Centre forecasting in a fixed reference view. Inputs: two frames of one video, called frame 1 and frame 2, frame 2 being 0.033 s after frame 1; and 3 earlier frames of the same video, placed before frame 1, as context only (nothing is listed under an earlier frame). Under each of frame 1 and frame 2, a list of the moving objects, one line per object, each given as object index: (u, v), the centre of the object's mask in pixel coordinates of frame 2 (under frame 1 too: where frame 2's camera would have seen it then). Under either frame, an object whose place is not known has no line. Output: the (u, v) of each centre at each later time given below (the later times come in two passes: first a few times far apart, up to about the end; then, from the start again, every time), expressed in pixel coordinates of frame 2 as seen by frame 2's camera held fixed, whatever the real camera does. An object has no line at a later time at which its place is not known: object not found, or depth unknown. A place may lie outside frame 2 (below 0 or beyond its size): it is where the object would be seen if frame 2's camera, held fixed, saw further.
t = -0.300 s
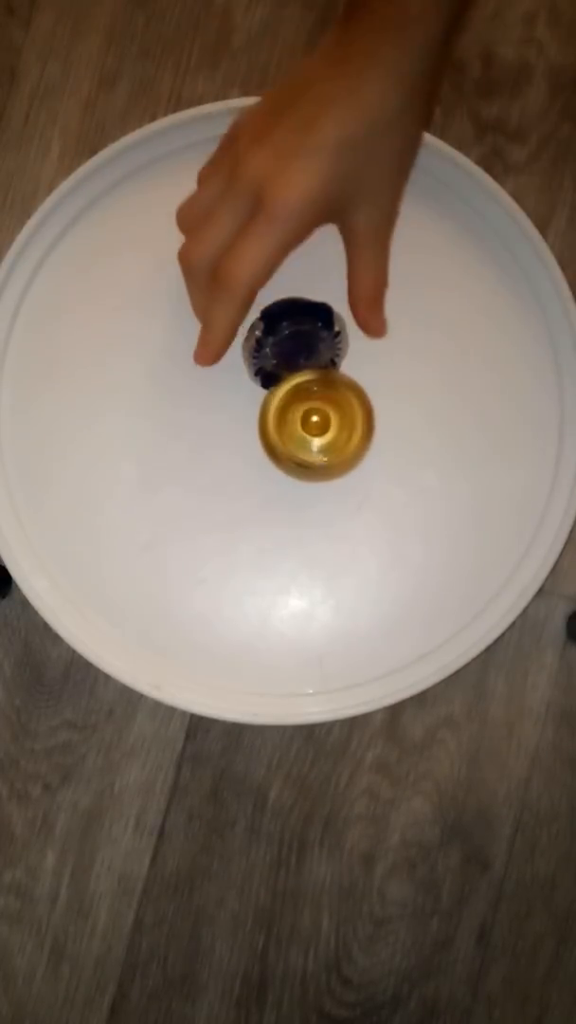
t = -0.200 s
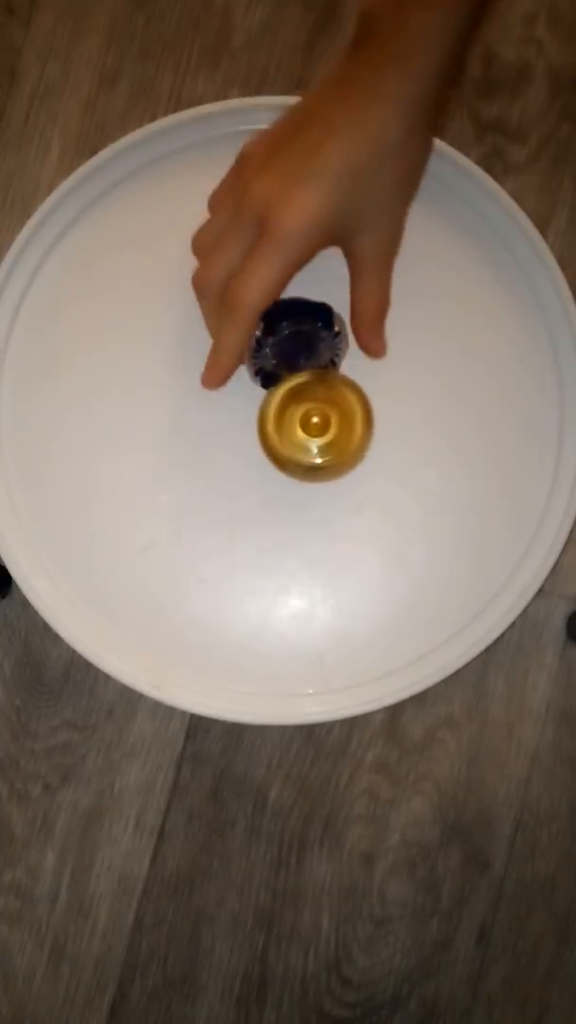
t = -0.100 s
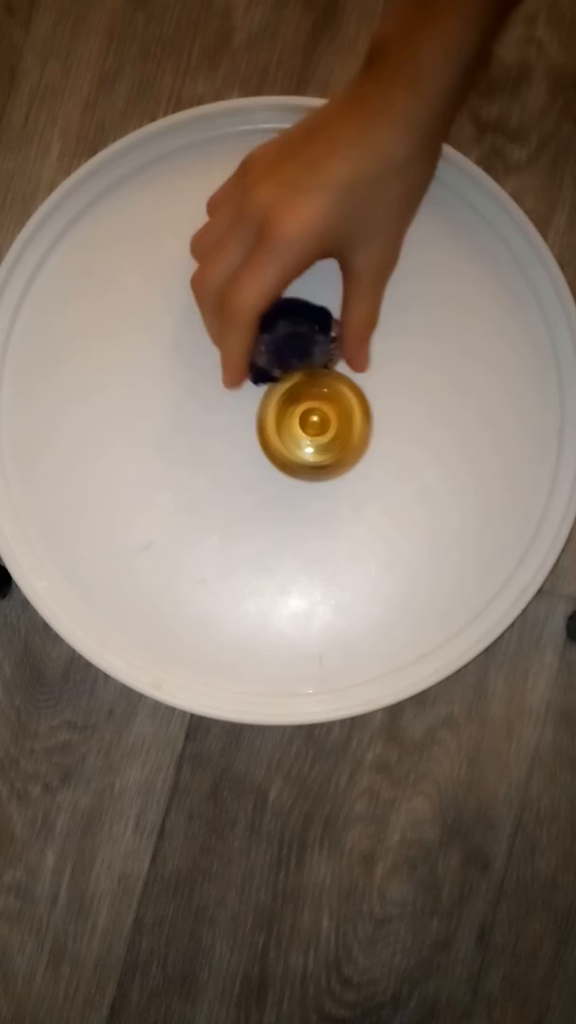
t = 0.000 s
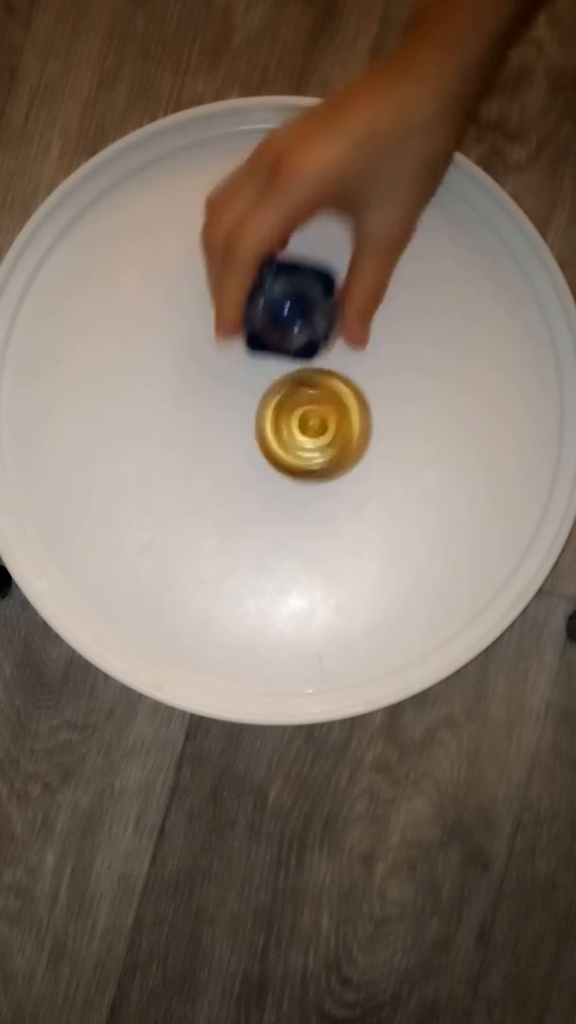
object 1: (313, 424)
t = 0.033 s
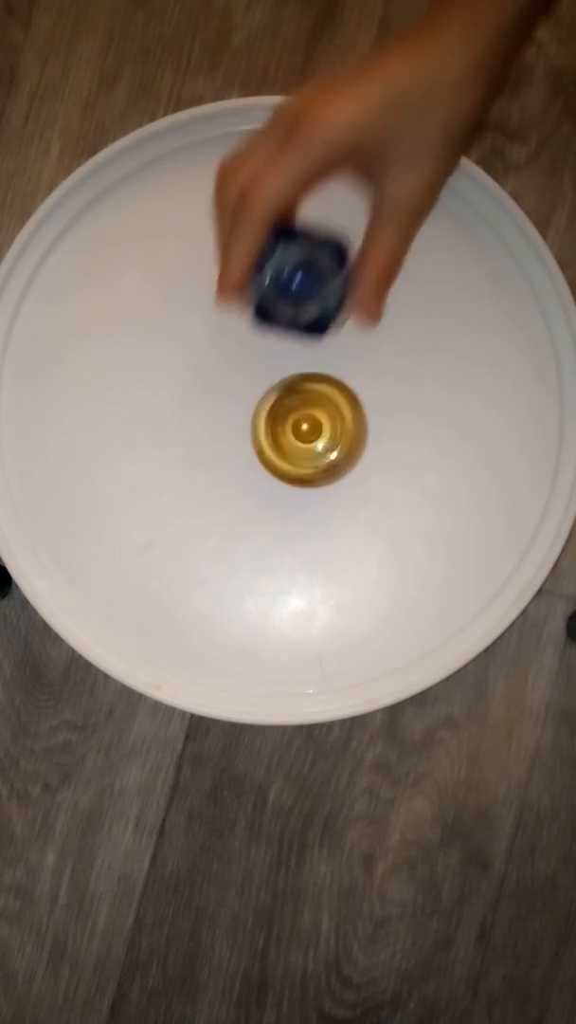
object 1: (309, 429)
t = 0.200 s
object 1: (302, 438)
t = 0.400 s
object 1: (293, 438)
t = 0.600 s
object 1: (289, 431)
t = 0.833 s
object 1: (300, 429)
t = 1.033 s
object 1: (317, 435)
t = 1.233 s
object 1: (326, 448)
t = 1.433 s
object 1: (323, 450)
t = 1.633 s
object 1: (310, 443)
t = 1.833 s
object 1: (310, 426)
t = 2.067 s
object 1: (323, 414)
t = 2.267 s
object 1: (334, 418)
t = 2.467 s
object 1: (337, 431)
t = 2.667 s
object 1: (326, 438)
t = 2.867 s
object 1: (312, 430)
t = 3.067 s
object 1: (308, 414)
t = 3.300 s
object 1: (319, 407)
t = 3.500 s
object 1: (328, 416)
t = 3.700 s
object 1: (323, 431)
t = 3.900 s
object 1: (306, 437)
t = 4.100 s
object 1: (294, 428)
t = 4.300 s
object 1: (293, 424)
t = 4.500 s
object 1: (307, 430)
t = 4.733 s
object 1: (317, 449)
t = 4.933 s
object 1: (311, 456)
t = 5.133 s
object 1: (298, 449)
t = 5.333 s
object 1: (298, 431)
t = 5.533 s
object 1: (309, 422)
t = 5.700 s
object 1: (324, 425)
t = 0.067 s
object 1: (308, 430)
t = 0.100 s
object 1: (308, 431)
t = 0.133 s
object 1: (307, 435)
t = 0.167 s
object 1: (304, 438)
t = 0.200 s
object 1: (302, 438)
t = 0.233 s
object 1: (301, 438)
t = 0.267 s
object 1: (300, 439)
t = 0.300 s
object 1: (297, 441)
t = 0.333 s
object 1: (294, 439)
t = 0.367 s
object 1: (294, 437)
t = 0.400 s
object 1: (293, 438)
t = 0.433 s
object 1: (291, 438)
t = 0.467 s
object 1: (290, 436)
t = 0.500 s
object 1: (291, 434)
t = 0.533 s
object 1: (291, 434)
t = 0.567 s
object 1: (290, 433)
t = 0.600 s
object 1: (289, 431)
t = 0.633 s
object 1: (290, 428)
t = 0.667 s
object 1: (292, 429)
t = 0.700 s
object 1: (293, 431)
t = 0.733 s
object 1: (293, 429)
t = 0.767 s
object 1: (296, 428)
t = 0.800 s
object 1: (299, 429)
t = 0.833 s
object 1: (300, 429)
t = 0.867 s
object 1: (302, 429)
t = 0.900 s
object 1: (306, 429)
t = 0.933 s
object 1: (310, 430)
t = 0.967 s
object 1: (312, 433)
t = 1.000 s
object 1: (315, 433)
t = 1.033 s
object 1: (317, 435)
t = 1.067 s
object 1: (318, 437)
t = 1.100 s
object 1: (320, 438)
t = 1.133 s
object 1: (324, 442)
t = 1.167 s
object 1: (325, 445)
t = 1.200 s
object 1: (326, 447)
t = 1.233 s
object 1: (326, 448)
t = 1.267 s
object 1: (326, 449)
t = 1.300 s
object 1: (326, 450)
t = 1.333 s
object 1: (326, 451)
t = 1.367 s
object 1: (324, 449)
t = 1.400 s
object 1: (325, 449)
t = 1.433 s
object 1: (323, 450)
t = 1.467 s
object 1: (320, 451)
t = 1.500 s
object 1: (316, 448)
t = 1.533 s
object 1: (316, 448)
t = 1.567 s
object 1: (315, 447)
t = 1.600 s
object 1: (313, 445)
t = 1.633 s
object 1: (310, 443)
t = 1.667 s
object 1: (310, 439)
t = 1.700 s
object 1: (309, 437)
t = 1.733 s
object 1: (309, 436)
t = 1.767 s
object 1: (308, 432)
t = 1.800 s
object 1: (309, 429)
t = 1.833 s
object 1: (310, 426)
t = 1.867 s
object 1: (310, 423)
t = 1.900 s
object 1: (312, 421)
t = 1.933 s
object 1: (313, 419)
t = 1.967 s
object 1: (315, 418)
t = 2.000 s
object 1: (317, 416)
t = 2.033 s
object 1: (320, 414)
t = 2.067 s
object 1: (323, 414)
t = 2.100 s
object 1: (325, 414)
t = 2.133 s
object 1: (326, 414)
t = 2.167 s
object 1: (329, 414)
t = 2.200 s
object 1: (332, 414)
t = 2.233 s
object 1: (334, 417)
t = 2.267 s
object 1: (334, 418)
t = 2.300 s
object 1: (335, 419)
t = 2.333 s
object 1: (338, 422)
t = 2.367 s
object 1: (339, 426)
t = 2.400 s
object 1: (338, 429)
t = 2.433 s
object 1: (338, 430)
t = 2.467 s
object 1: (337, 431)
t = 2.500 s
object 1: (337, 433)
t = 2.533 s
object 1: (335, 436)
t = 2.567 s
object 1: (332, 437)
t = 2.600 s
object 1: (331, 438)
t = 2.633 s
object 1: (329, 438)
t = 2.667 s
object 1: (326, 438)
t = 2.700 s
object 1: (323, 438)
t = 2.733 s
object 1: (321, 437)
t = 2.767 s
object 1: (318, 436)
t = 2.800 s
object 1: (316, 435)
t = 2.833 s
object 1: (314, 433)
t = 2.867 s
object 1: (312, 430)
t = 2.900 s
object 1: (310, 427)
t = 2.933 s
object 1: (308, 425)
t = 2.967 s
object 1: (307, 421)
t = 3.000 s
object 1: (307, 419)
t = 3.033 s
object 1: (307, 417)
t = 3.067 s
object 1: (308, 414)
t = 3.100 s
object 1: (308, 412)
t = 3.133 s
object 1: (310, 410)
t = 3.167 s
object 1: (311, 409)
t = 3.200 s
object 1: (313, 408)
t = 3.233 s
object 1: (315, 407)
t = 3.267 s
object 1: (317, 406)
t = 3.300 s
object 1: (319, 407)
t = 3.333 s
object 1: (321, 407)
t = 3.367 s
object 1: (323, 408)
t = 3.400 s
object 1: (324, 410)
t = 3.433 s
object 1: (327, 411)
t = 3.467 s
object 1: (328, 413)
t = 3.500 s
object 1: (328, 416)
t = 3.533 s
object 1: (329, 418)
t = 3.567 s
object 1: (328, 420)
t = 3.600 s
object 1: (327, 423)
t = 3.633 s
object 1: (326, 426)
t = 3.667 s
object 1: (324, 428)
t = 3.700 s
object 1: (323, 431)
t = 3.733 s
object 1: (320, 433)
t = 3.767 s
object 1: (318, 434)
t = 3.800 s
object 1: (315, 436)
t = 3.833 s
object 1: (312, 437)
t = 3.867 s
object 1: (309, 437)
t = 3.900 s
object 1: (306, 437)
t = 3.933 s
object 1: (304, 436)
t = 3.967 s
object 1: (300, 436)
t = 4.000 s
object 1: (298, 434)
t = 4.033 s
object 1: (296, 433)
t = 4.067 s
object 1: (295, 430)
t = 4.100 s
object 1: (294, 428)
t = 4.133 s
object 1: (292, 426)
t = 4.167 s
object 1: (292, 425)
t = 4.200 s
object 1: (292, 423)
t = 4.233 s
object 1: (291, 423)
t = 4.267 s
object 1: (292, 422)
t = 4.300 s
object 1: (293, 424)
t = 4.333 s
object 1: (293, 424)
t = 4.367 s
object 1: (294, 425)
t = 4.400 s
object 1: (298, 425)
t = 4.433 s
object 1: (301, 427)
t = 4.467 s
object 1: (303, 429)
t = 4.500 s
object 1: (307, 430)
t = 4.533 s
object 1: (310, 433)
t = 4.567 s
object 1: (311, 436)
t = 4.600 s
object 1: (314, 438)
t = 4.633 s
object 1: (315, 442)
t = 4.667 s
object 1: (317, 444)
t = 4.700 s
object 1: (318, 447)
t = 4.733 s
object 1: (317, 449)
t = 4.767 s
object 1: (318, 451)
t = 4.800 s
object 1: (316, 452)
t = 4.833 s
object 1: (316, 454)
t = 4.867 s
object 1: (315, 457)
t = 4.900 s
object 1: (312, 457)
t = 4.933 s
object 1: (311, 456)
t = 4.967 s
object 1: (311, 455)
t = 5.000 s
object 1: (309, 456)
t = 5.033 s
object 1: (304, 455)
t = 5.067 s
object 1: (300, 452)
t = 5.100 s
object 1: (300, 449)
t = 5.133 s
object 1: (298, 449)
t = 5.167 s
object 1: (296, 447)
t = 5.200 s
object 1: (297, 444)
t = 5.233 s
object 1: (297, 442)
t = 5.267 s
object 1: (297, 439)
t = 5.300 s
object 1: (295, 435)
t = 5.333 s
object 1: (298, 431)
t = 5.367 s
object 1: (300, 429)
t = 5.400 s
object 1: (300, 427)
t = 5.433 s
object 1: (301, 424)
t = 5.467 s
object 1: (305, 424)
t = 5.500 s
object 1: (307, 423)
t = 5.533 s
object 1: (309, 422)
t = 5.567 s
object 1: (312, 421)
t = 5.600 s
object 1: (316, 421)
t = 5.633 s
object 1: (318, 423)
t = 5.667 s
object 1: (321, 424)
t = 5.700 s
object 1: (324, 425)
